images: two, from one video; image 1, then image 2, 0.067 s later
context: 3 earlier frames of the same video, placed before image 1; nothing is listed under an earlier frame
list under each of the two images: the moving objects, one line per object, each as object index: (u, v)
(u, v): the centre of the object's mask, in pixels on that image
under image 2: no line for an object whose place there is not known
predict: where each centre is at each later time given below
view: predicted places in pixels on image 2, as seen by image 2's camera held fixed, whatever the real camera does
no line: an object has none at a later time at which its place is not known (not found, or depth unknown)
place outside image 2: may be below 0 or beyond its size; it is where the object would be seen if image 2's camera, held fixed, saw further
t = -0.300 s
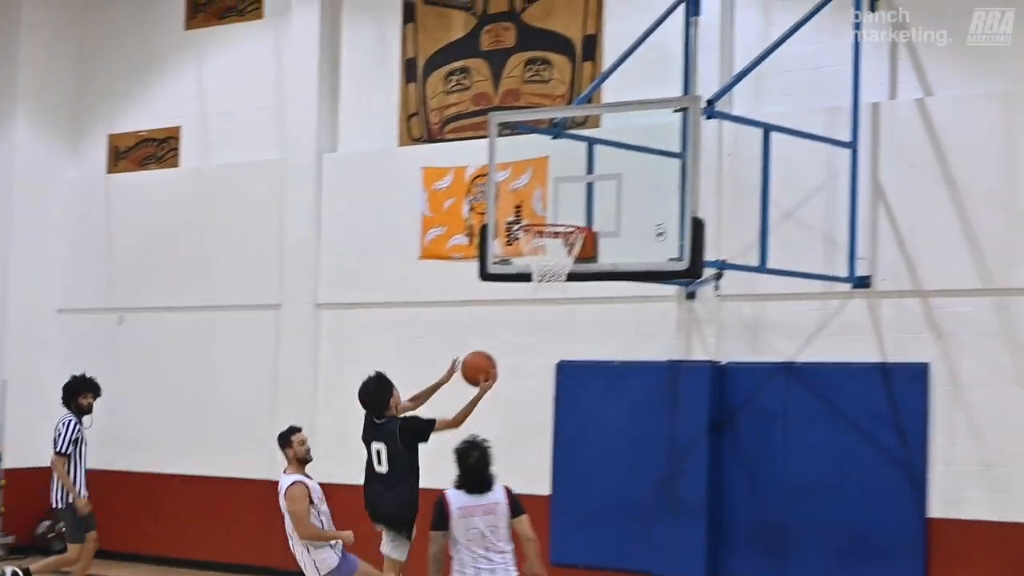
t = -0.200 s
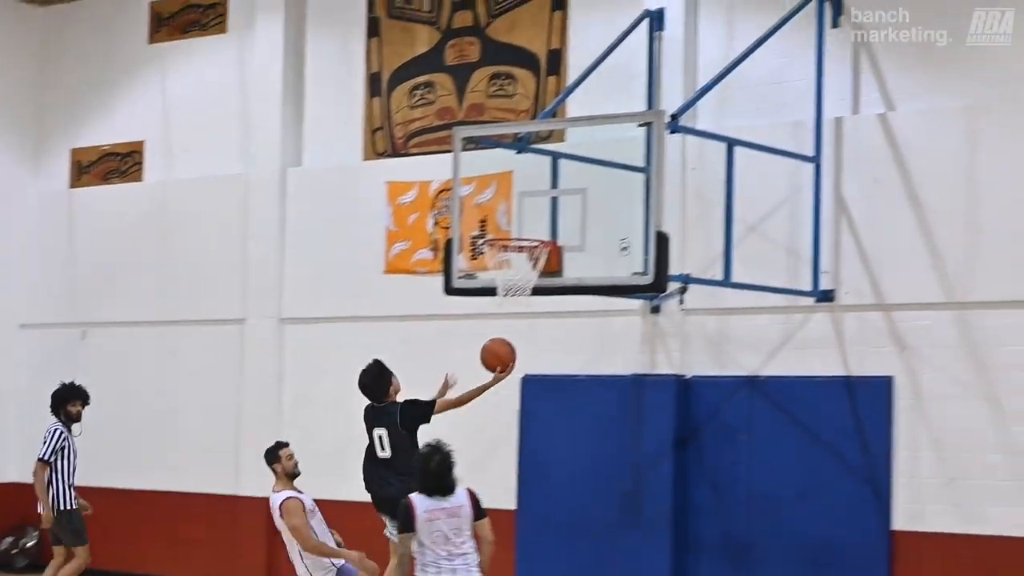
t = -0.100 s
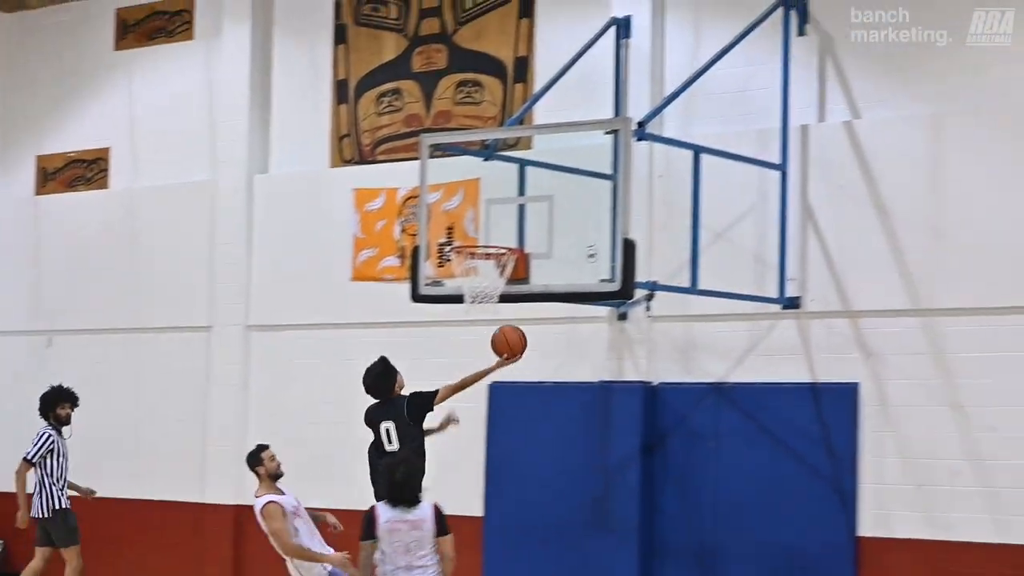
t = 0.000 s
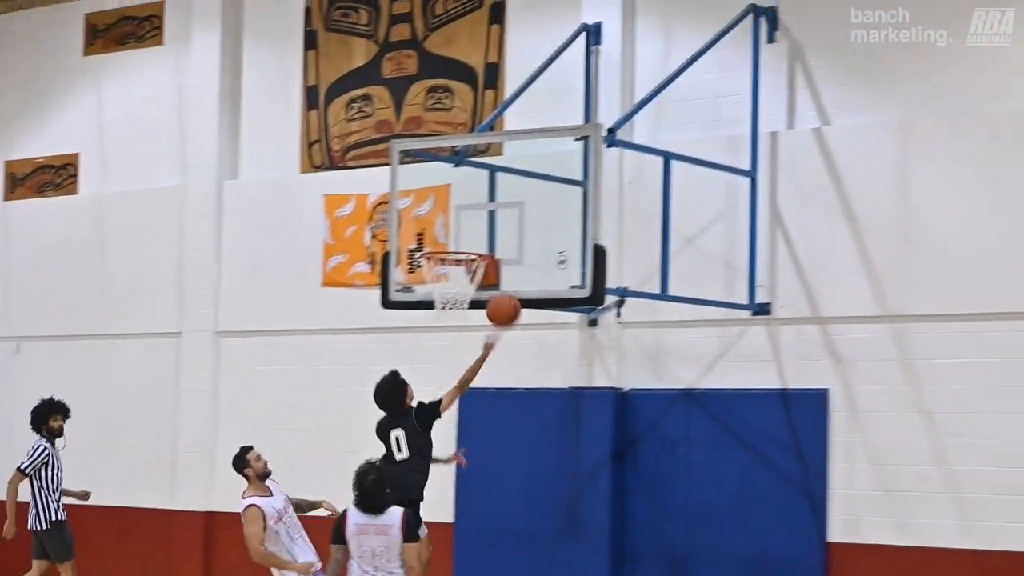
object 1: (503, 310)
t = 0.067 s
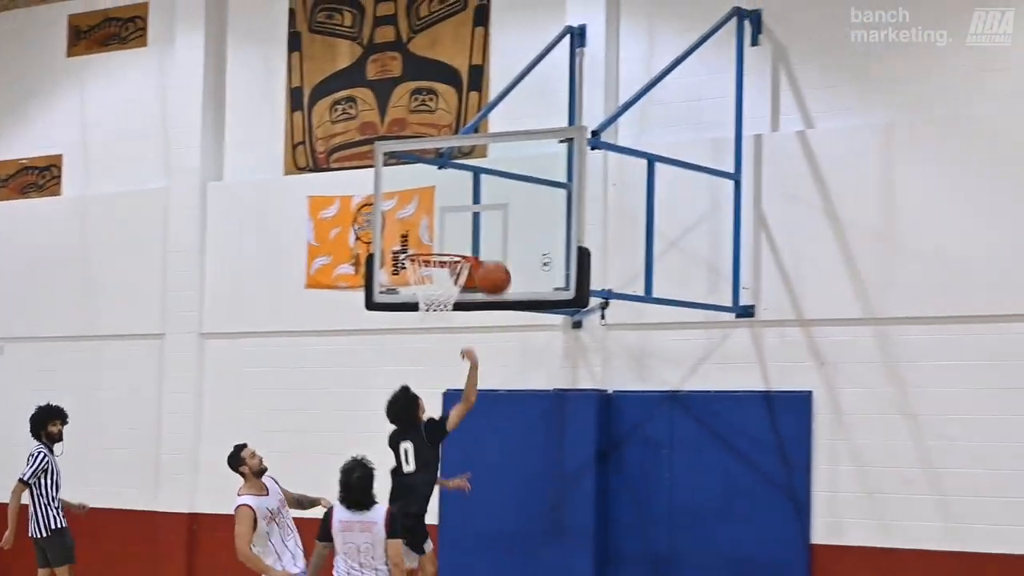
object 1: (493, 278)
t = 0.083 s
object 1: (495, 271)
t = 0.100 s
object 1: (496, 265)
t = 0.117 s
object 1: (498, 258)
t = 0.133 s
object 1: (499, 252)
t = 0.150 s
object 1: (501, 247)
